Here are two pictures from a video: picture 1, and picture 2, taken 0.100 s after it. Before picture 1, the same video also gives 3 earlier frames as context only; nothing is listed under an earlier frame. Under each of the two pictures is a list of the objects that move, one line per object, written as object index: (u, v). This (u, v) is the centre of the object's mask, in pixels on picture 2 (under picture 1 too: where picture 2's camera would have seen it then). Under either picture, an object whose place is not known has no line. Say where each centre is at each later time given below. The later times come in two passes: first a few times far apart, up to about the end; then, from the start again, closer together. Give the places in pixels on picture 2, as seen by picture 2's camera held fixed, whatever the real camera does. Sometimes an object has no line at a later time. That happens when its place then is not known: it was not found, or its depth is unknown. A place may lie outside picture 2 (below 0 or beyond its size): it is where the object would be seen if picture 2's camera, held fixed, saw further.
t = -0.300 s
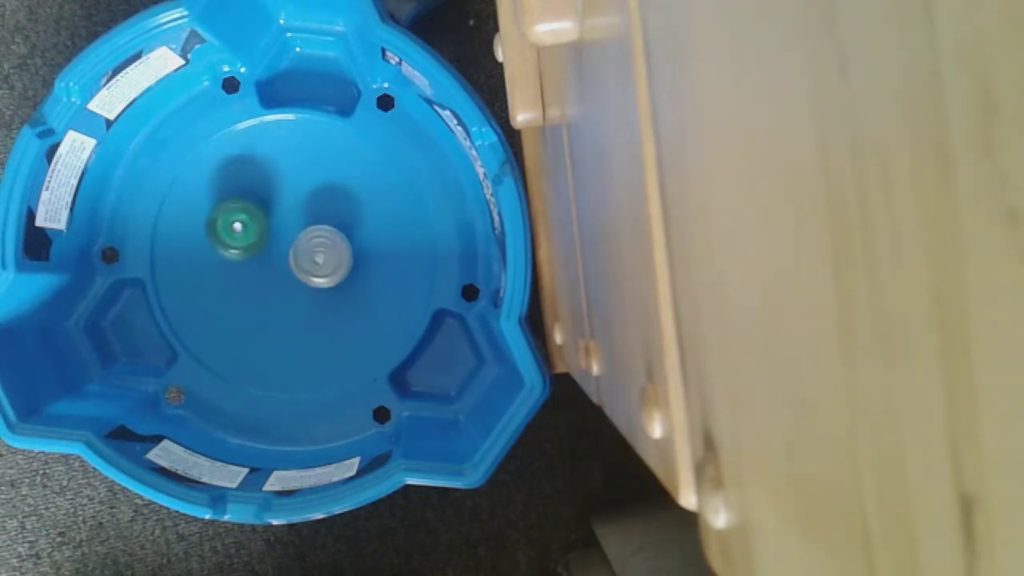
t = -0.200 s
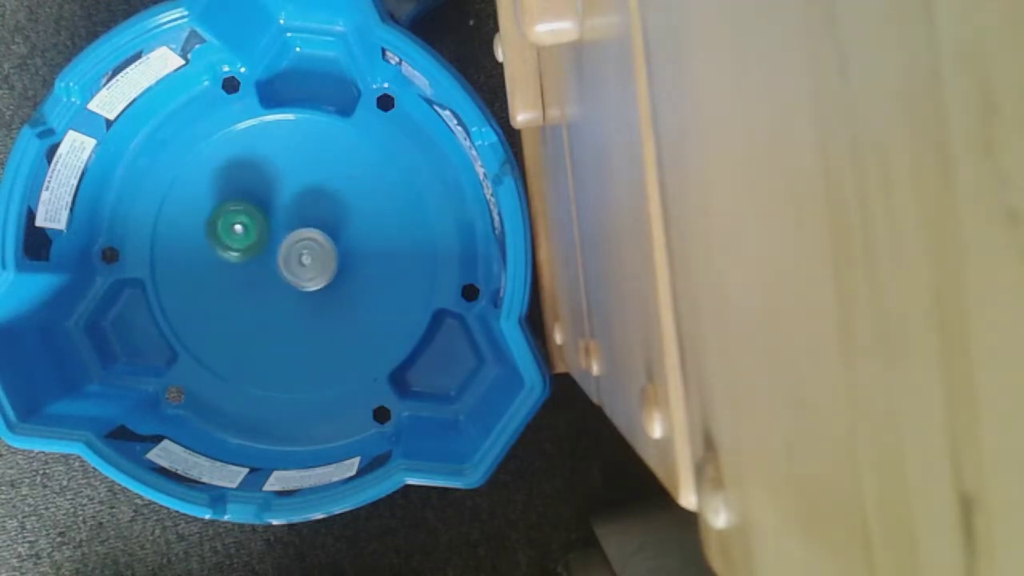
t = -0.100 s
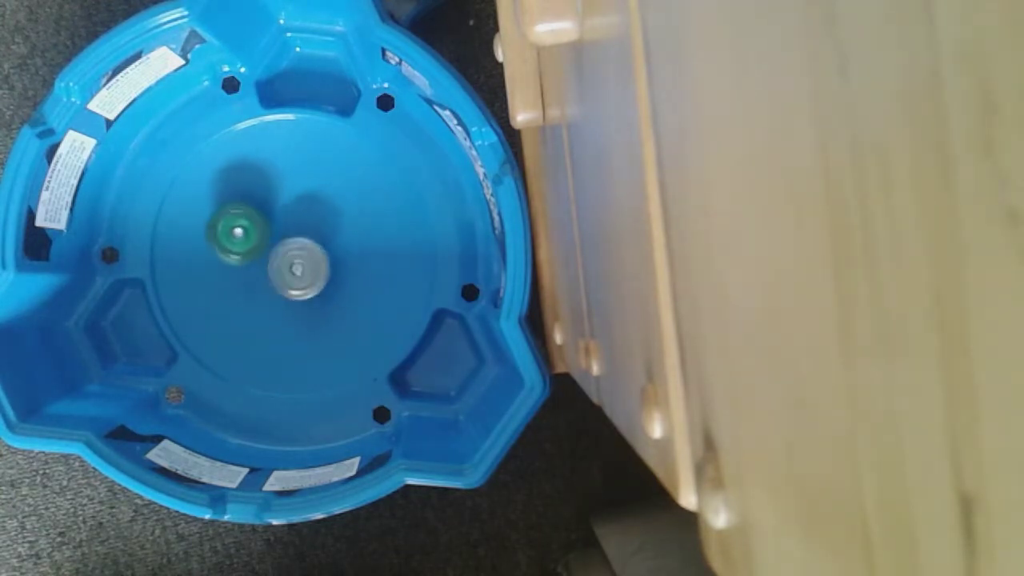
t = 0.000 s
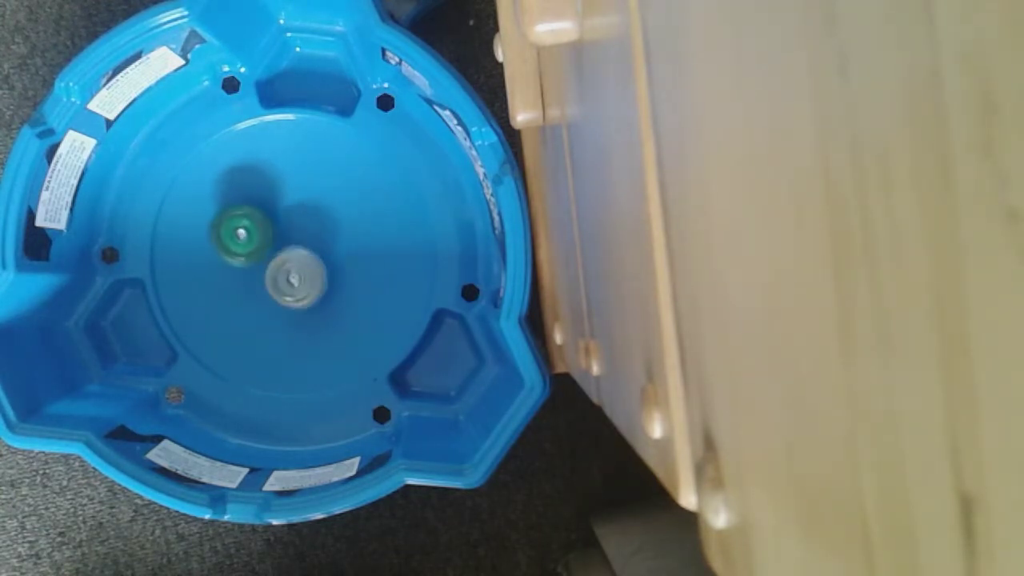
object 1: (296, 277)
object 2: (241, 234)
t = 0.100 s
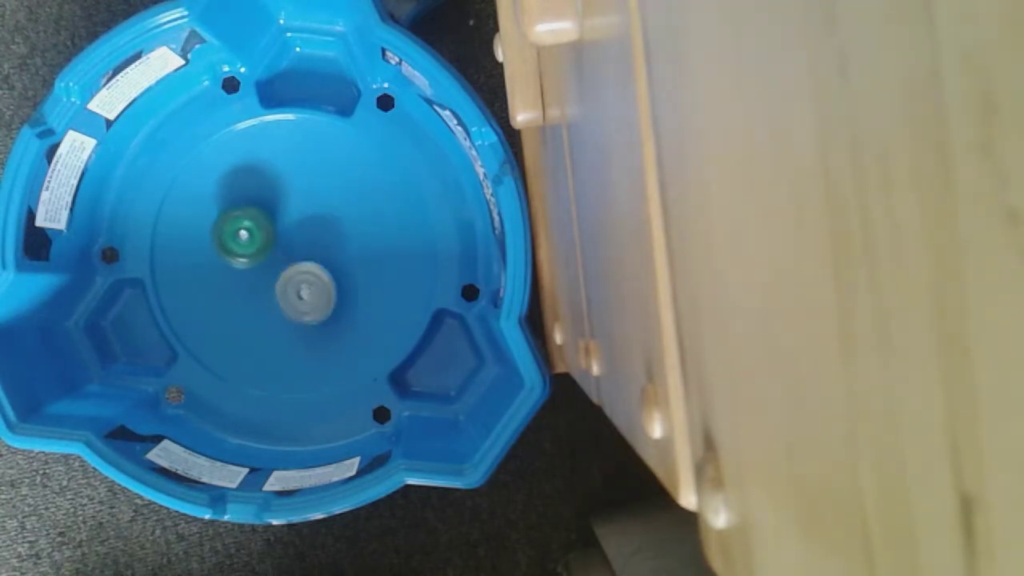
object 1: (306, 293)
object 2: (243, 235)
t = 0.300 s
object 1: (321, 297)
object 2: (256, 235)
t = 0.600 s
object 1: (313, 276)
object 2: (266, 216)
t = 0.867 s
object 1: (292, 265)
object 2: (254, 206)
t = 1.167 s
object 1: (298, 292)
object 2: (248, 212)
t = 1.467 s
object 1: (300, 288)
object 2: (275, 221)
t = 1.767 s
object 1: (292, 276)
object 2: (284, 203)
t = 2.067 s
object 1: (277, 298)
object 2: (277, 194)
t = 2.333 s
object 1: (282, 293)
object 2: (288, 215)
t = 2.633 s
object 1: (277, 275)
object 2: (317, 217)
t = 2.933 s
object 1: (259, 266)
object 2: (322, 206)
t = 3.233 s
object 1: (253, 275)
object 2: (312, 231)
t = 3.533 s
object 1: (265, 267)
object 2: (336, 252)
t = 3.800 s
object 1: (267, 251)
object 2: (339, 249)
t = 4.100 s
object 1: (255, 241)
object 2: (322, 258)
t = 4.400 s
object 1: (238, 237)
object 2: (317, 285)
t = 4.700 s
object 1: (262, 248)
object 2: (317, 289)
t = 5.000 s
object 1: (258, 225)
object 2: (315, 283)
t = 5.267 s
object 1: (272, 225)
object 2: (293, 286)
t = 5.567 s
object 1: (298, 234)
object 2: (282, 298)
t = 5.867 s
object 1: (314, 236)
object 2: (280, 292)
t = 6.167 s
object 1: (314, 239)
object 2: (255, 293)
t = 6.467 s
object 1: (312, 230)
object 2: (250, 292)
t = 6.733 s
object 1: (304, 225)
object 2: (254, 276)
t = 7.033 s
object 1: (308, 224)
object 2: (246, 271)
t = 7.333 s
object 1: (305, 226)
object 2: (245, 274)
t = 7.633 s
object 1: (309, 230)
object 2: (252, 273)
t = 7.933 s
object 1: (316, 230)
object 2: (256, 269)
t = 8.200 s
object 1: (316, 233)
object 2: (263, 267)
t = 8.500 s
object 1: (324, 237)
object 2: (264, 271)
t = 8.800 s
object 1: (314, 226)
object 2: (255, 263)
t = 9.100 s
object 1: (306, 237)
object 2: (245, 260)
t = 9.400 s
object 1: (307, 237)
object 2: (250, 259)
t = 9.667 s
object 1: (307, 237)
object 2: (250, 259)
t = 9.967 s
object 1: (307, 237)
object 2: (250, 259)
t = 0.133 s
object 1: (310, 296)
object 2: (245, 235)
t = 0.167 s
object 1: (313, 299)
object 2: (247, 236)
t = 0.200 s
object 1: (316, 300)
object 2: (248, 236)
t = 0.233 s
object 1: (318, 300)
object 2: (251, 235)
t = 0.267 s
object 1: (319, 299)
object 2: (254, 235)
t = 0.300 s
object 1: (321, 297)
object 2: (256, 235)
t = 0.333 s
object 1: (321, 293)
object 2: (259, 235)
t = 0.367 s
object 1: (320, 290)
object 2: (262, 235)
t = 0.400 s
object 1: (318, 286)
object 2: (265, 234)
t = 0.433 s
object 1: (316, 282)
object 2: (268, 234)
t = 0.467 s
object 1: (313, 279)
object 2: (269, 232)
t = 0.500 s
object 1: (313, 277)
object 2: (269, 228)
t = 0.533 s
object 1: (312, 276)
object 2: (268, 224)
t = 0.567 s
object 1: (314, 277)
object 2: (267, 220)
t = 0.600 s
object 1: (313, 276)
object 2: (266, 216)
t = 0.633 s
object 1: (311, 276)
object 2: (264, 213)
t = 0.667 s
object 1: (310, 275)
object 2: (263, 210)
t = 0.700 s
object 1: (308, 274)
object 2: (262, 209)
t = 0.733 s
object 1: (306, 272)
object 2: (260, 207)
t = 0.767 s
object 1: (303, 270)
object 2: (259, 206)
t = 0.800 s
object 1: (299, 269)
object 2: (257, 205)
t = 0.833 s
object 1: (296, 267)
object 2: (255, 205)
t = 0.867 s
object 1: (292, 265)
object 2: (254, 206)
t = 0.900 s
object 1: (288, 264)
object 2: (253, 206)
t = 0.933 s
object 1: (289, 269)
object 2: (250, 205)
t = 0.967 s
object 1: (290, 275)
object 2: (246, 204)
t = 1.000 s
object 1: (291, 279)
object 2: (245, 205)
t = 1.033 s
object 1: (293, 284)
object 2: (246, 206)
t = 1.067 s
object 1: (294, 287)
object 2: (245, 207)
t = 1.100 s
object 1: (296, 289)
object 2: (246, 210)
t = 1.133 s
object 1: (297, 291)
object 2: (246, 210)
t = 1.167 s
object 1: (298, 292)
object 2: (248, 212)
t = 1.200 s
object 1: (299, 292)
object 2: (250, 215)
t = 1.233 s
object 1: (299, 292)
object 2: (253, 217)
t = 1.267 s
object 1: (300, 291)
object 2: (256, 219)
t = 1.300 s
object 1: (301, 289)
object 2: (260, 222)
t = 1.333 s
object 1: (300, 286)
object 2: (264, 225)
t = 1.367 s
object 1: (300, 284)
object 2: (270, 227)
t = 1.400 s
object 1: (299, 284)
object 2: (272, 226)
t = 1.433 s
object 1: (300, 286)
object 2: (274, 224)
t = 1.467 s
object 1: (300, 288)
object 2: (275, 221)
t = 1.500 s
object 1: (300, 289)
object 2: (278, 218)
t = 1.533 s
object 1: (300, 289)
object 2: (280, 216)
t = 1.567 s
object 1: (300, 289)
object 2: (281, 213)
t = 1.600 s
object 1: (300, 288)
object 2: (282, 210)
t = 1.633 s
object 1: (298, 286)
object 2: (283, 209)
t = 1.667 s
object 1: (297, 284)
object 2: (283, 207)
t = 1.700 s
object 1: (295, 281)
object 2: (284, 205)
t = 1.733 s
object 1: (294, 279)
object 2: (284, 204)
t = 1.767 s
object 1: (292, 276)
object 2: (284, 203)
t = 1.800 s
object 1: (291, 274)
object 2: (284, 202)
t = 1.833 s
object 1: (289, 269)
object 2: (284, 201)
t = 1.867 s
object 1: (286, 266)
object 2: (283, 201)
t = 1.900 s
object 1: (283, 270)
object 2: (281, 196)
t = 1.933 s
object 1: (280, 276)
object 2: (280, 192)
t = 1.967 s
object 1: (279, 286)
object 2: (279, 192)
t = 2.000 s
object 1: (278, 290)
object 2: (279, 192)
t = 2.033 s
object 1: (278, 295)
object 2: (278, 192)
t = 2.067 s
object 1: (277, 298)
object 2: (277, 194)
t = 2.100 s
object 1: (278, 301)
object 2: (278, 195)
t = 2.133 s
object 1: (277, 302)
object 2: (278, 198)
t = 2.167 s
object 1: (278, 303)
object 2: (279, 199)
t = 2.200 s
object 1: (278, 303)
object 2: (280, 202)
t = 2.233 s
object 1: (280, 302)
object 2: (281, 203)
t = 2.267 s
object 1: (280, 300)
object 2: (283, 207)
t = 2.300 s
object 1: (281, 298)
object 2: (285, 212)
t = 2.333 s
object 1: (282, 293)
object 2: (288, 215)
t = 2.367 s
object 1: (282, 289)
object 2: (291, 219)
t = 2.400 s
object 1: (282, 285)
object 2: (295, 222)
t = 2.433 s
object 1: (282, 284)
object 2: (298, 222)
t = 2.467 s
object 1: (281, 283)
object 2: (302, 222)
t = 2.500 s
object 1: (280, 281)
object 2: (305, 222)
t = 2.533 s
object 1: (279, 281)
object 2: (309, 220)
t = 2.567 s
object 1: (278, 279)
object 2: (313, 219)
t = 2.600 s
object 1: (278, 277)
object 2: (315, 217)
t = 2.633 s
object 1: (277, 275)
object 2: (317, 217)
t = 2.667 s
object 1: (277, 274)
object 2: (319, 215)
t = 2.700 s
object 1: (277, 271)
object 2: (320, 214)
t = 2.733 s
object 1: (276, 268)
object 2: (321, 213)
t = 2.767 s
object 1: (277, 265)
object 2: (321, 213)
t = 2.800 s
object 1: (275, 261)
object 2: (321, 212)
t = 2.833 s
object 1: (270, 262)
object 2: (323, 207)
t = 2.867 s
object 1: (267, 263)
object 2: (322, 204)
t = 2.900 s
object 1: (262, 265)
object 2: (321, 205)
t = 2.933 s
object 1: (259, 266)
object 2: (322, 206)
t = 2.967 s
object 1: (255, 268)
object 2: (321, 206)
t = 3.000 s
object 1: (252, 270)
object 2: (319, 206)
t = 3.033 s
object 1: (250, 271)
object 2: (318, 208)
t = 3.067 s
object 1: (250, 273)
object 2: (318, 211)
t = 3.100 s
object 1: (249, 273)
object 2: (317, 213)
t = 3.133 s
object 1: (250, 274)
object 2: (314, 216)
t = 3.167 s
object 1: (250, 274)
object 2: (315, 221)
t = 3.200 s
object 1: (253, 273)
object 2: (313, 225)
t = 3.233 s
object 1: (253, 275)
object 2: (312, 231)
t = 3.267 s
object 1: (256, 273)
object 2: (312, 236)
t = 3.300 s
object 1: (258, 273)
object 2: (314, 240)
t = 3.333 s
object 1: (258, 273)
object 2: (317, 242)
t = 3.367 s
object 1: (258, 272)
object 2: (321, 246)
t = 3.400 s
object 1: (259, 272)
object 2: (324, 249)
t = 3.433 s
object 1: (262, 270)
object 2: (327, 251)
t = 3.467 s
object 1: (263, 270)
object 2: (329, 251)
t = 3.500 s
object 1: (265, 267)
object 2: (332, 253)
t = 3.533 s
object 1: (265, 267)
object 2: (336, 252)
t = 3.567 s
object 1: (265, 264)
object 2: (336, 252)
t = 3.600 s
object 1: (265, 263)
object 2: (337, 251)
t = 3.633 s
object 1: (266, 261)
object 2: (338, 252)
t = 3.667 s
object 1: (266, 260)
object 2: (340, 251)
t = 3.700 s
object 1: (267, 258)
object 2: (339, 249)
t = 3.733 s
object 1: (268, 256)
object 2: (338, 250)
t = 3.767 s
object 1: (270, 254)
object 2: (337, 250)
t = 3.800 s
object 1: (267, 251)
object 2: (339, 249)
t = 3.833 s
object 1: (265, 250)
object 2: (338, 247)
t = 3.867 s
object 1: (264, 249)
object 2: (336, 247)
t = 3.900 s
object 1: (260, 247)
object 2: (334, 249)
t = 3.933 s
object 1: (259, 246)
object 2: (333, 249)
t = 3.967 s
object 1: (257, 243)
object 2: (331, 249)
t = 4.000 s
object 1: (256, 243)
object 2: (330, 251)
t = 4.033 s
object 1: (255, 242)
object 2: (328, 253)
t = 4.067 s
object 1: (255, 241)
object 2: (325, 255)
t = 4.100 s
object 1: (255, 241)
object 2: (322, 258)
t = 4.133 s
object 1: (255, 240)
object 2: (319, 261)
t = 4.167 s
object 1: (254, 239)
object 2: (318, 266)
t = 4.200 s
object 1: (249, 238)
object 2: (318, 270)
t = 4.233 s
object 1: (246, 238)
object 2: (317, 273)
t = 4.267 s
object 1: (243, 236)
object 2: (316, 276)
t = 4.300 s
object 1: (241, 236)
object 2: (317, 279)
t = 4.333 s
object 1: (239, 236)
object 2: (316, 282)
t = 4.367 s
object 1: (238, 237)
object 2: (315, 284)
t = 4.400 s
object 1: (238, 237)
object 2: (317, 285)
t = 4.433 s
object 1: (239, 238)
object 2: (316, 286)
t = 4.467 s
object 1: (241, 240)
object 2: (316, 287)
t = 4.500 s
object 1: (241, 240)
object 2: (315, 288)
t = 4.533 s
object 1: (245, 242)
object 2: (316, 288)
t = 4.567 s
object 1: (248, 243)
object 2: (317, 289)
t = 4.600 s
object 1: (253, 246)
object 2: (317, 288)
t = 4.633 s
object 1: (256, 247)
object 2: (316, 288)
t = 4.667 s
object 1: (260, 250)
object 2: (315, 288)
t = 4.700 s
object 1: (262, 248)
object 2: (317, 289)
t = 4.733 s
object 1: (264, 247)
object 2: (320, 286)
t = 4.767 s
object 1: (264, 246)
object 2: (320, 284)
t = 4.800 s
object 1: (262, 241)
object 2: (319, 283)
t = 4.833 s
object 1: (262, 239)
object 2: (318, 284)
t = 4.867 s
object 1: (260, 239)
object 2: (318, 284)
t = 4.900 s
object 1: (259, 234)
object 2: (318, 284)
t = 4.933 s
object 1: (259, 231)
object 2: (317, 284)
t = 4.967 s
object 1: (257, 228)
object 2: (316, 283)
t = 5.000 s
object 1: (258, 225)
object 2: (315, 283)
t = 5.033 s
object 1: (258, 224)
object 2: (313, 283)
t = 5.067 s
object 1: (258, 223)
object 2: (310, 282)
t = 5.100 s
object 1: (261, 223)
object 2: (309, 281)
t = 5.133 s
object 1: (260, 224)
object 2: (305, 282)
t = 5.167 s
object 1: (264, 223)
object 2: (302, 282)
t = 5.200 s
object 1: (265, 225)
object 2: (299, 282)
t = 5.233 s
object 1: (268, 225)
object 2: (296, 284)
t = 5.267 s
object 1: (272, 225)
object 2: (293, 286)
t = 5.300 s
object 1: (275, 225)
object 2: (290, 288)
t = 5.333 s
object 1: (279, 223)
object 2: (284, 292)
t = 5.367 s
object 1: (283, 225)
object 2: (285, 295)
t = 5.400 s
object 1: (285, 225)
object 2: (284, 295)
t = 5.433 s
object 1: (288, 226)
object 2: (283, 296)
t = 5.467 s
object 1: (292, 228)
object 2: (282, 296)
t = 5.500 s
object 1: (294, 230)
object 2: (281, 297)
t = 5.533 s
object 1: (296, 232)
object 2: (282, 298)
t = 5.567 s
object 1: (298, 234)
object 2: (282, 298)
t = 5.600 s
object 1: (301, 236)
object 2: (281, 299)
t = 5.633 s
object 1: (306, 235)
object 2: (282, 301)
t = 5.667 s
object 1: (306, 236)
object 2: (283, 301)
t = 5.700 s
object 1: (308, 233)
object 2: (284, 298)
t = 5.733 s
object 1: (310, 234)
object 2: (282, 298)
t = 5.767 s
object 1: (312, 234)
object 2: (281, 298)
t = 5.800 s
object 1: (313, 235)
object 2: (280, 298)
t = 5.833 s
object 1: (313, 235)
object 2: (280, 296)
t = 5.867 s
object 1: (314, 236)
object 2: (280, 292)
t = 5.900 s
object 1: (313, 237)
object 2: (277, 291)
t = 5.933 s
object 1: (313, 238)
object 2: (275, 291)
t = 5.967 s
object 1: (313, 240)
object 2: (274, 290)
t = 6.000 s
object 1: (312, 240)
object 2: (271, 288)
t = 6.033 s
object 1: (312, 240)
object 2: (269, 289)
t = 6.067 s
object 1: (310, 240)
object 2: (265, 288)
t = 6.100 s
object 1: (310, 241)
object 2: (263, 288)
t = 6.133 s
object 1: (312, 239)
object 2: (257, 290)
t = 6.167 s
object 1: (314, 239)
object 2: (255, 293)
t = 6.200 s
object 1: (314, 236)
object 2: (253, 294)
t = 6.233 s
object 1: (317, 233)
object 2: (250, 296)
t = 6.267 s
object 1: (317, 233)
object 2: (250, 297)
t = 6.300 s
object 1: (319, 230)
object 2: (249, 296)
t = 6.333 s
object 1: (318, 230)
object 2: (248, 295)
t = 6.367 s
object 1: (318, 229)
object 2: (248, 294)
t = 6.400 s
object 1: (317, 229)
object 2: (247, 295)
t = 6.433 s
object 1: (315, 230)
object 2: (249, 295)
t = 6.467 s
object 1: (312, 230)
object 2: (250, 292)
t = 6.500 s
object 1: (310, 231)
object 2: (252, 291)
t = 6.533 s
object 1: (309, 231)
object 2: (254, 289)
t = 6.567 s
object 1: (304, 234)
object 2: (256, 285)
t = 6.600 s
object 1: (302, 232)
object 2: (257, 282)
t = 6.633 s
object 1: (304, 231)
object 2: (257, 281)
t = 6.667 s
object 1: (303, 231)
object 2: (257, 279)
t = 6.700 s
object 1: (300, 229)
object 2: (257, 276)
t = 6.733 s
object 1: (304, 225)
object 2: (254, 276)
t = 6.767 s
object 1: (307, 224)
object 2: (251, 277)
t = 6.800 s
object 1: (307, 225)
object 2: (251, 277)
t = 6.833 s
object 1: (306, 222)
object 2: (249, 274)
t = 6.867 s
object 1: (308, 220)
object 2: (246, 273)
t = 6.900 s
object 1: (310, 221)
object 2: (245, 274)
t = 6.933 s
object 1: (311, 224)
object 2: (245, 274)
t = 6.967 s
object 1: (307, 224)
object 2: (245, 273)
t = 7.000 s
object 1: (308, 221)
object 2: (247, 272)
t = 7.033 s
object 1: (308, 224)
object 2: (246, 271)
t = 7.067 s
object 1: (306, 229)
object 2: (246, 271)
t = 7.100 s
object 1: (302, 230)
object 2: (246, 270)
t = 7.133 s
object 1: (300, 229)
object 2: (246, 269)
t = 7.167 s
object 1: (301, 228)
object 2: (247, 268)
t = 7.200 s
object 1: (302, 230)
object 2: (247, 268)
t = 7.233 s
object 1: (301, 232)
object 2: (247, 268)
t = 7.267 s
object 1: (301, 232)
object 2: (247, 269)
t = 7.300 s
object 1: (302, 229)
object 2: (245, 272)
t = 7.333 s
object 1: (305, 226)
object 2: (245, 274)
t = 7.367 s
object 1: (307, 226)
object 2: (245, 275)
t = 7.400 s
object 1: (307, 226)
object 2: (244, 274)
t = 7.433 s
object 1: (308, 225)
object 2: (242, 274)
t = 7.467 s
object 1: (309, 223)
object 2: (244, 276)
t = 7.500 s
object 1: (312, 225)
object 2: (244, 275)
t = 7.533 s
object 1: (312, 227)
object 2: (244, 275)
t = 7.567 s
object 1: (309, 228)
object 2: (246, 276)
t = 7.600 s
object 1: (310, 228)
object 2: (250, 274)
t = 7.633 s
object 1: (309, 230)
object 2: (252, 273)
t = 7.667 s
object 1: (308, 232)
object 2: (257, 271)
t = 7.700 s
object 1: (312, 231)
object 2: (256, 272)
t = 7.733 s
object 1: (314, 232)
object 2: (256, 273)
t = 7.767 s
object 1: (315, 231)
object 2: (258, 271)
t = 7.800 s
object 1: (315, 230)
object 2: (260, 269)
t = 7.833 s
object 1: (317, 229)
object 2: (259, 268)
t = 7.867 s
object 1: (320, 230)
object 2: (257, 267)
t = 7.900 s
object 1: (317, 232)
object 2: (256, 268)
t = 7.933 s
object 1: (316, 230)
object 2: (256, 269)
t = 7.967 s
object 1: (316, 230)
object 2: (257, 269)
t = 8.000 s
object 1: (315, 232)
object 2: (258, 266)
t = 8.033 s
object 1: (316, 233)
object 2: (257, 265)
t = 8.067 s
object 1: (319, 235)
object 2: (254, 267)
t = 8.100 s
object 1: (318, 237)
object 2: (253, 269)
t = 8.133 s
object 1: (317, 236)
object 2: (256, 271)
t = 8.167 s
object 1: (315, 234)
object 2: (260, 270)
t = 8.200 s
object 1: (316, 233)
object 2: (263, 267)
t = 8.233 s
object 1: (319, 235)
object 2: (264, 263)
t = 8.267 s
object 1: (324, 235)
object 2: (259, 264)
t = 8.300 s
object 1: (332, 233)
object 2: (255, 269)
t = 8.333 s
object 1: (337, 234)
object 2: (252, 273)
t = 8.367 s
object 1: (336, 236)
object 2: (253, 277)
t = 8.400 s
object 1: (334, 237)
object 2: (257, 280)
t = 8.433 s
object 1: (329, 236)
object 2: (262, 279)
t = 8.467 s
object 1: (328, 236)
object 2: (264, 277)
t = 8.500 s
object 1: (324, 237)
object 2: (264, 271)
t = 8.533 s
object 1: (321, 238)
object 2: (265, 269)
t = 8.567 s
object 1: (321, 236)
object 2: (260, 270)
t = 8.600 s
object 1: (321, 234)
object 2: (259, 270)
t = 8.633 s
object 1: (321, 232)
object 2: (258, 270)
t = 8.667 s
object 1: (323, 231)
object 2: (258, 270)
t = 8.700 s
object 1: (319, 229)
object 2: (258, 268)
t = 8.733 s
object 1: (315, 229)
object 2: (257, 266)
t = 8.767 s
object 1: (312, 227)
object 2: (256, 264)
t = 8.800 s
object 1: (314, 226)
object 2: (255, 263)
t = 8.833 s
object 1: (312, 228)
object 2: (253, 261)
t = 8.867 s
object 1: (311, 230)
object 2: (252, 260)
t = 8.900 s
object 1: (311, 235)
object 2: (250, 260)
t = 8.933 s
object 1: (311, 238)
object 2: (249, 259)
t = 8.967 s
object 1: (309, 240)
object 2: (248, 259)
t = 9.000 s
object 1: (306, 241)
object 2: (248, 260)
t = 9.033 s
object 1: (304, 240)
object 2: (249, 259)
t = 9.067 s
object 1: (306, 239)
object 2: (246, 260)
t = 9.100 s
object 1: (306, 237)
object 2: (245, 260)
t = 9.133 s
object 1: (307, 237)
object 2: (244, 261)
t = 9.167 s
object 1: (307, 237)
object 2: (243, 261)
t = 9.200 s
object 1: (307, 237)
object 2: (243, 261)
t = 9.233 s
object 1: (307, 237)
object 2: (244, 261)
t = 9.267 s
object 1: (307, 237)
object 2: (246, 260)
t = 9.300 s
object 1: (307, 237)
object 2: (249, 259)
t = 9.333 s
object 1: (307, 237)
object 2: (250, 259)
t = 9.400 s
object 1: (307, 237)
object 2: (250, 259)
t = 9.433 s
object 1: (307, 237)
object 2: (250, 259)
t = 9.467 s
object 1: (307, 237)
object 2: (250, 259)
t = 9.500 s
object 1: (307, 237)
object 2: (250, 259)
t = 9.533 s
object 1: (307, 237)
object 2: (250, 259)
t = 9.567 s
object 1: (307, 237)
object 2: (250, 259)
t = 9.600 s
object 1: (307, 237)
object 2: (250, 259)
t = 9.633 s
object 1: (307, 237)
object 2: (250, 259)
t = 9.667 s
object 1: (307, 237)
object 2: (250, 259)
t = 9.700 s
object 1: (307, 237)
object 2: (250, 259)
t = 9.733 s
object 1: (307, 237)
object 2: (250, 259)
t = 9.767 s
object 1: (307, 237)
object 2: (250, 259)
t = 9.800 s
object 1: (307, 237)
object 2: (250, 259)
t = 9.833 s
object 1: (307, 237)
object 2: (250, 259)
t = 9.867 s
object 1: (307, 237)
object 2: (250, 259)
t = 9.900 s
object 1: (307, 237)
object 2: (250, 259)
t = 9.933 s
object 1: (307, 237)
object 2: (250, 259)
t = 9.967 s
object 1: (307, 237)
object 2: (250, 259)
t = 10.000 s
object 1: (307, 237)
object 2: (250, 259)
